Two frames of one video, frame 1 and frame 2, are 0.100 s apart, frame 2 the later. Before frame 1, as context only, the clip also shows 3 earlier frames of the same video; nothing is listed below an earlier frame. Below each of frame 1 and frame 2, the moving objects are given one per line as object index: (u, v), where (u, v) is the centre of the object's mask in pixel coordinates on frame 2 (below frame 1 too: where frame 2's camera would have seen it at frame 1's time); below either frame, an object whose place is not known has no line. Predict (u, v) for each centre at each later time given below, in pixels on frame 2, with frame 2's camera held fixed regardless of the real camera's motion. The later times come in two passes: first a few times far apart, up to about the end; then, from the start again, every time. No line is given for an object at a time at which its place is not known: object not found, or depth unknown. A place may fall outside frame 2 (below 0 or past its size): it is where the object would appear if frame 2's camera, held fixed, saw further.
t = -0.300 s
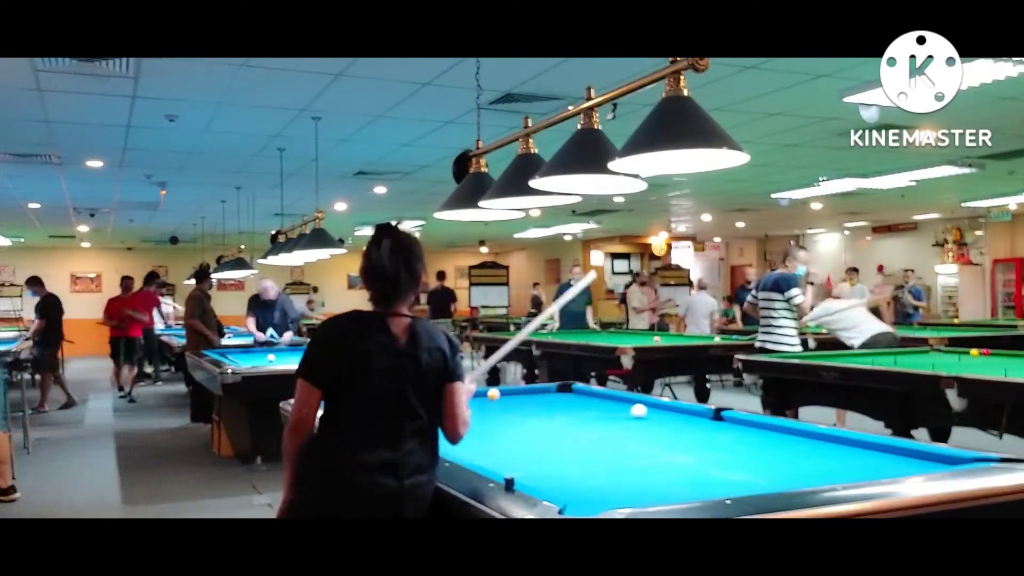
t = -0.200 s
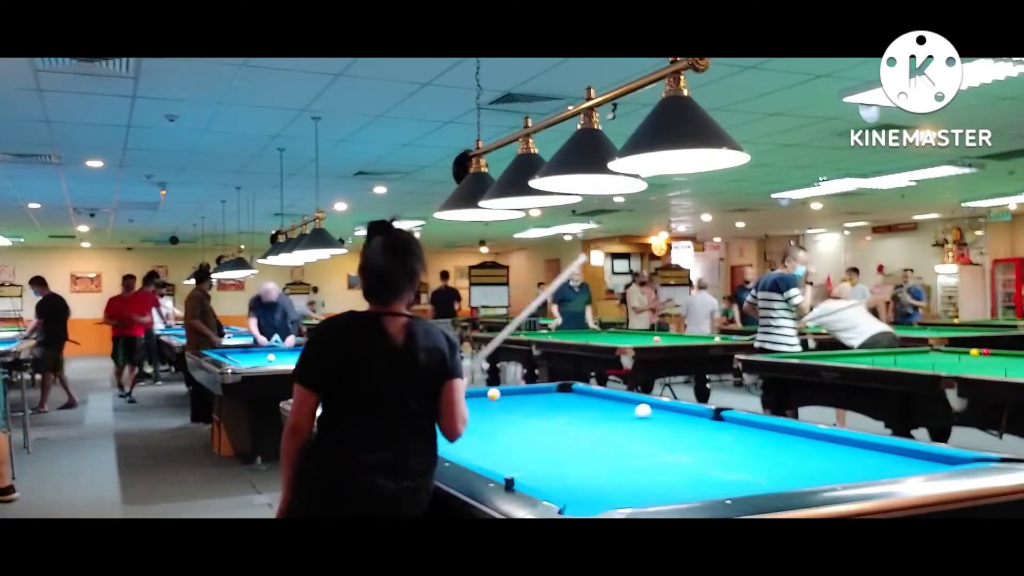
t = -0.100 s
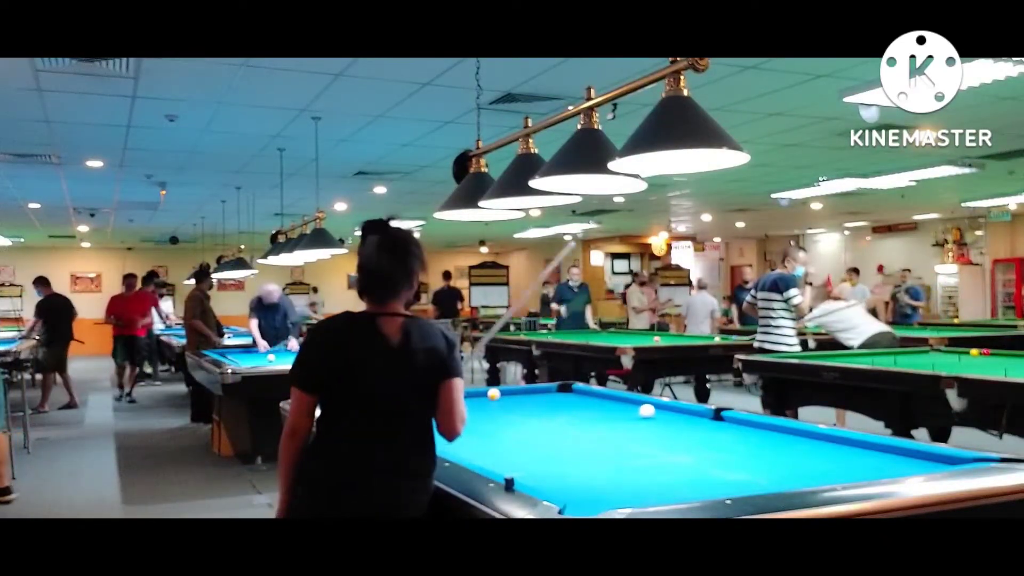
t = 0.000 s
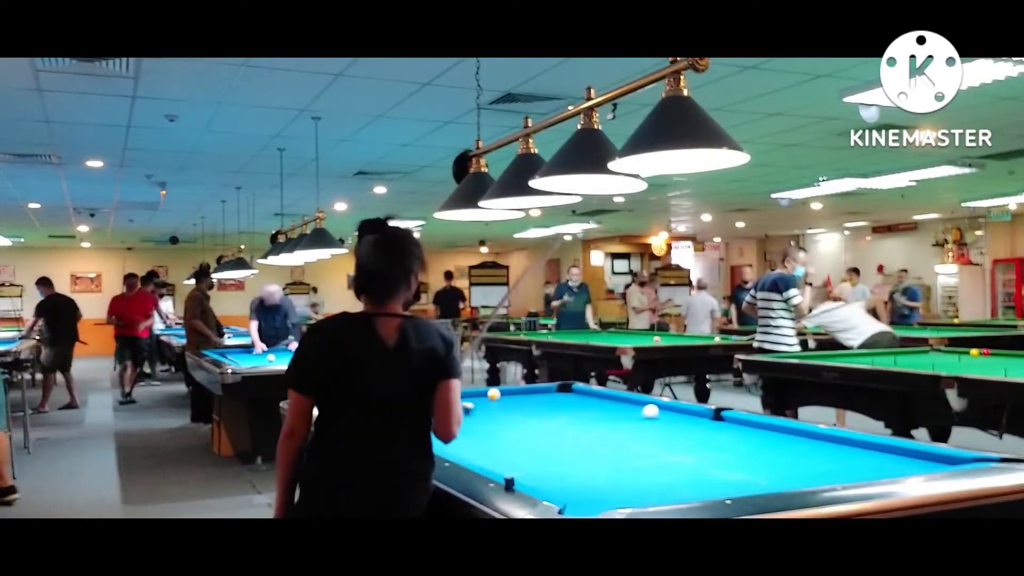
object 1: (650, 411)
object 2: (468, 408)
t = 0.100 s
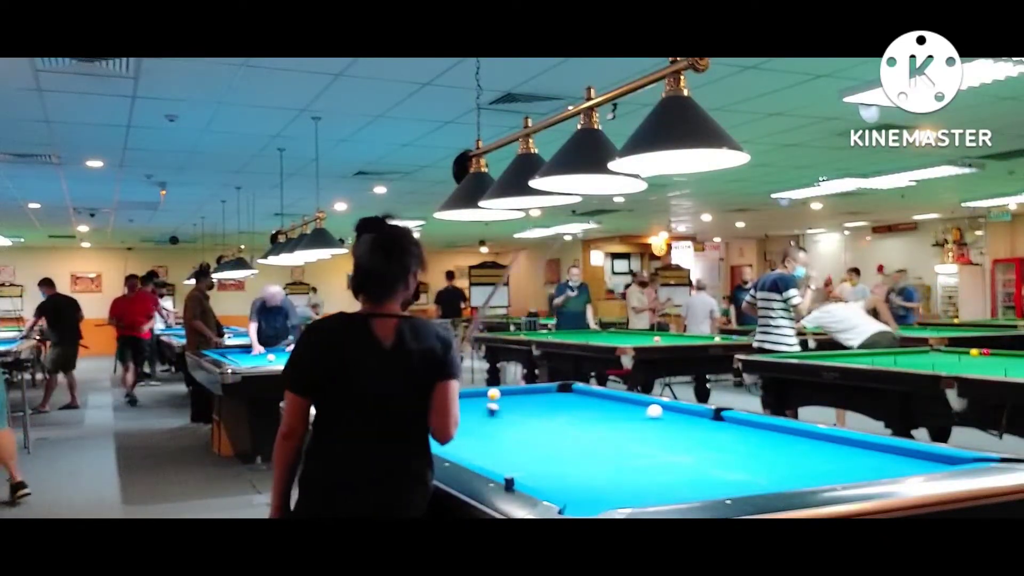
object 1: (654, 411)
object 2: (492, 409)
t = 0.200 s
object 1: (657, 411)
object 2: (517, 411)
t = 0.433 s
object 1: (665, 412)
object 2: (579, 415)
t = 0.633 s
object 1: (671, 412)
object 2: (634, 417)
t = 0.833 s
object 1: (675, 412)
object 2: (693, 420)
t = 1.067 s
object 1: (679, 412)
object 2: (754, 424)
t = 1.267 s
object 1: (682, 412)
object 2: (761, 430)
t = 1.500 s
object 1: (685, 412)
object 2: (771, 437)
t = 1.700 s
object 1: (686, 412)
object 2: (781, 444)
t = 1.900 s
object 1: (687, 412)
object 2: (791, 451)
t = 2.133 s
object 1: (687, 412)
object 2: (804, 460)
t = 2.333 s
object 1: (687, 412)
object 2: (816, 468)
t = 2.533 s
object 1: (687, 412)
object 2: (829, 474)
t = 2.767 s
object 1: (687, 412)
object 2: (822, 476)
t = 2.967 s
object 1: (687, 412)
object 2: (802, 476)
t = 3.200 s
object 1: (687, 412)
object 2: (780, 475)
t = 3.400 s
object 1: (687, 412)
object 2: (764, 474)
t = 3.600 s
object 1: (687, 412)
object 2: (748, 472)
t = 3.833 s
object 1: (687, 412)
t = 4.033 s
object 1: (687, 412)
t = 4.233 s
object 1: (687, 412)
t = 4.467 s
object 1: (687, 412)
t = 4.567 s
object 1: (687, 412)
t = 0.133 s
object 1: (655, 411)
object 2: (500, 410)
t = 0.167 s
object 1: (656, 411)
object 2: (508, 410)
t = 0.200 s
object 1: (657, 411)
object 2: (517, 411)
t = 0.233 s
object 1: (658, 412)
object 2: (525, 412)
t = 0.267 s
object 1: (660, 411)
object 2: (534, 411)
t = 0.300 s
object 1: (661, 411)
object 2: (544, 412)
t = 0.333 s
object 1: (662, 411)
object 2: (552, 413)
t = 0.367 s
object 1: (663, 412)
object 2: (561, 413)
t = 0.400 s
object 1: (664, 411)
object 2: (571, 414)
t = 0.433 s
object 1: (665, 412)
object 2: (579, 415)
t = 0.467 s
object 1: (666, 412)
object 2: (588, 414)
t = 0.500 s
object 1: (666, 412)
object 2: (597, 414)
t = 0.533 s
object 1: (668, 411)
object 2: (606, 416)
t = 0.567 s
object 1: (668, 412)
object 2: (616, 415)
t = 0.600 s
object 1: (669, 412)
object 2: (626, 416)
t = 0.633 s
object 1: (671, 412)
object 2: (634, 417)
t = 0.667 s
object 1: (671, 412)
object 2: (644, 417)
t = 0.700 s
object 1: (672, 412)
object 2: (654, 417)
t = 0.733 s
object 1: (673, 412)
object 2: (662, 419)
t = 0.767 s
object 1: (674, 412)
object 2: (672, 420)
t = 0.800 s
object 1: (675, 411)
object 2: (683, 419)
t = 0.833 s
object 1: (675, 412)
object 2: (693, 420)
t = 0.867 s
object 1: (676, 412)
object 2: (702, 420)
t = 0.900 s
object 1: (676, 412)
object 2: (714, 419)
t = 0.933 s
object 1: (676, 412)
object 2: (723, 421)
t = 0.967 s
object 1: (677, 412)
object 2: (733, 422)
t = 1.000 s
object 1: (678, 412)
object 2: (745, 421)
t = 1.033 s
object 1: (678, 412)
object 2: (754, 424)
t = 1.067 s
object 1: (679, 412)
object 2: (754, 424)
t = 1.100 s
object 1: (680, 412)
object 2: (755, 425)
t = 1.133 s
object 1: (680, 412)
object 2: (755, 427)
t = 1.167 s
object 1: (681, 412)
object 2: (756, 427)
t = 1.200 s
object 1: (681, 412)
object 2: (758, 428)
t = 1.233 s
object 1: (682, 412)
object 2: (759, 429)
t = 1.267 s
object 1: (682, 412)
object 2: (761, 430)
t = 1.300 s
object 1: (682, 412)
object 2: (762, 431)
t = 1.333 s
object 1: (683, 412)
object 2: (764, 432)
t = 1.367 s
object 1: (683, 412)
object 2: (766, 433)
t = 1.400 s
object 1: (684, 412)
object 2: (767, 434)
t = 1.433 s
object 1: (684, 412)
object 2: (768, 435)
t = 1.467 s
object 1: (684, 412)
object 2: (770, 436)
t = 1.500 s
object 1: (685, 412)
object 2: (771, 437)
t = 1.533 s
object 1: (685, 412)
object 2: (773, 439)
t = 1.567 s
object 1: (685, 412)
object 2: (775, 440)
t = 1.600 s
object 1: (685, 412)
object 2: (776, 440)
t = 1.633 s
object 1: (686, 412)
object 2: (778, 441)
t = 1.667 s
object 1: (686, 412)
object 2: (779, 442)
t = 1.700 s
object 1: (686, 412)
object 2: (781, 444)
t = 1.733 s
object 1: (686, 412)
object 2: (783, 445)
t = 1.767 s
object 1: (687, 412)
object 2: (784, 446)
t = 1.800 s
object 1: (687, 412)
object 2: (786, 447)
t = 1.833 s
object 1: (687, 412)
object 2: (788, 448)
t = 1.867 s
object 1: (687, 412)
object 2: (790, 449)
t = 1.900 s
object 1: (687, 412)
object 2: (791, 451)
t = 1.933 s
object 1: (687, 412)
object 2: (793, 453)
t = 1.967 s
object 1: (687, 412)
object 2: (795, 454)
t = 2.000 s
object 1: (687, 412)
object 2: (797, 455)
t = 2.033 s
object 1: (687, 412)
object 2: (799, 456)
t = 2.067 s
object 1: (687, 412)
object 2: (800, 457)
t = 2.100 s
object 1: (687, 412)
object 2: (802, 458)
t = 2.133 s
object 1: (687, 412)
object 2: (804, 460)
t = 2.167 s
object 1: (687, 412)
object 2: (806, 462)
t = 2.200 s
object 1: (687, 412)
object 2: (808, 463)
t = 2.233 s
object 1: (687, 412)
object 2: (810, 464)
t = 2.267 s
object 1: (687, 412)
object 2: (812, 466)
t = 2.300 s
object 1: (687, 412)
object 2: (814, 467)
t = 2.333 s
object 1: (687, 412)
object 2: (816, 468)
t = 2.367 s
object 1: (687, 412)
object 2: (818, 469)
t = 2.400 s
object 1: (687, 412)
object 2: (820, 471)
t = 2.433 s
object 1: (687, 412)
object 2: (822, 472)
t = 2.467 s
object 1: (687, 412)
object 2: (825, 473)
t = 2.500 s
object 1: (687, 412)
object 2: (827, 474)
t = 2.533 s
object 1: (687, 412)
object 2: (829, 474)
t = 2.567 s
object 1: (687, 412)
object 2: (831, 475)
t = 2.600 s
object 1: (687, 412)
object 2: (832, 475)
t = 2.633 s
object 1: (687, 412)
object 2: (834, 476)
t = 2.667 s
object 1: (687, 412)
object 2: (833, 476)
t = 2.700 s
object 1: (687, 412)
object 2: (830, 476)
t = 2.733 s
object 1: (687, 412)
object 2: (826, 476)
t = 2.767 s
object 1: (687, 412)
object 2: (822, 476)
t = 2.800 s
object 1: (687, 412)
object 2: (818, 476)
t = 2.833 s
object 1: (687, 412)
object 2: (815, 476)
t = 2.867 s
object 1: (687, 412)
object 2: (812, 476)
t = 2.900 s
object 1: (687, 412)
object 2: (808, 476)
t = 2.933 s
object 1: (687, 412)
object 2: (805, 476)
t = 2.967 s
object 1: (687, 412)
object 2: (802, 476)
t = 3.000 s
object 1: (687, 412)
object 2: (799, 476)
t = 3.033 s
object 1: (687, 412)
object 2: (796, 476)
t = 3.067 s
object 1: (687, 412)
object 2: (792, 476)
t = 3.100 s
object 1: (687, 412)
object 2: (789, 476)
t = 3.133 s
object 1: (687, 412)
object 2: (786, 476)
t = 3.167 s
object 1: (687, 412)
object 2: (783, 475)
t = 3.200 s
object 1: (687, 412)
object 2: (780, 475)
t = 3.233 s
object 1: (687, 412)
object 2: (777, 475)
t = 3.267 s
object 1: (687, 412)
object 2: (775, 475)
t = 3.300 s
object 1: (687, 412)
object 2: (772, 475)
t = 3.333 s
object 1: (687, 412)
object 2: (769, 475)
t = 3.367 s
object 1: (687, 412)
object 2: (766, 474)
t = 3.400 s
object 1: (687, 412)
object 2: (764, 474)
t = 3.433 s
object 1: (687, 412)
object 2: (761, 474)
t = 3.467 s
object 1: (687, 412)
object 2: (758, 473)
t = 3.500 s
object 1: (687, 412)
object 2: (756, 473)
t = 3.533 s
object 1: (687, 412)
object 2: (753, 473)
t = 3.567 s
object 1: (687, 412)
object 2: (751, 473)
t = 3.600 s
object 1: (687, 412)
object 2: (748, 472)
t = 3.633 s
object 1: (687, 412)
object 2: (746, 472)
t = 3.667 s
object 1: (687, 412)
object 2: (744, 472)
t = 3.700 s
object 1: (687, 412)
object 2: (741, 471)
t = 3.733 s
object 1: (687, 412)
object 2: (739, 471)
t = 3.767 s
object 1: (687, 412)
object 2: (737, 471)
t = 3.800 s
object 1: (687, 412)
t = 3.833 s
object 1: (687, 412)
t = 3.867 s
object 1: (687, 412)
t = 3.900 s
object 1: (687, 412)
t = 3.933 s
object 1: (687, 412)
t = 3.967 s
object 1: (687, 412)
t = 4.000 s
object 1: (687, 412)
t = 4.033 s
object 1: (687, 412)
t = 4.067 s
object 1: (687, 412)
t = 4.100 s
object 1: (687, 412)
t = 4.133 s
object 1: (687, 412)
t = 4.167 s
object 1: (687, 412)
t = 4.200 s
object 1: (687, 412)
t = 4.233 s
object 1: (687, 412)
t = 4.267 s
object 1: (687, 412)
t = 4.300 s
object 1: (687, 412)
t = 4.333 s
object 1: (687, 412)
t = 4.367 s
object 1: (687, 412)
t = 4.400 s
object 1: (687, 412)
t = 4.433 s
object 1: (687, 412)
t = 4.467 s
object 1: (687, 412)
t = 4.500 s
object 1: (687, 412)
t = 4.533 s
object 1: (687, 412)
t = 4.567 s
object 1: (687, 412)
